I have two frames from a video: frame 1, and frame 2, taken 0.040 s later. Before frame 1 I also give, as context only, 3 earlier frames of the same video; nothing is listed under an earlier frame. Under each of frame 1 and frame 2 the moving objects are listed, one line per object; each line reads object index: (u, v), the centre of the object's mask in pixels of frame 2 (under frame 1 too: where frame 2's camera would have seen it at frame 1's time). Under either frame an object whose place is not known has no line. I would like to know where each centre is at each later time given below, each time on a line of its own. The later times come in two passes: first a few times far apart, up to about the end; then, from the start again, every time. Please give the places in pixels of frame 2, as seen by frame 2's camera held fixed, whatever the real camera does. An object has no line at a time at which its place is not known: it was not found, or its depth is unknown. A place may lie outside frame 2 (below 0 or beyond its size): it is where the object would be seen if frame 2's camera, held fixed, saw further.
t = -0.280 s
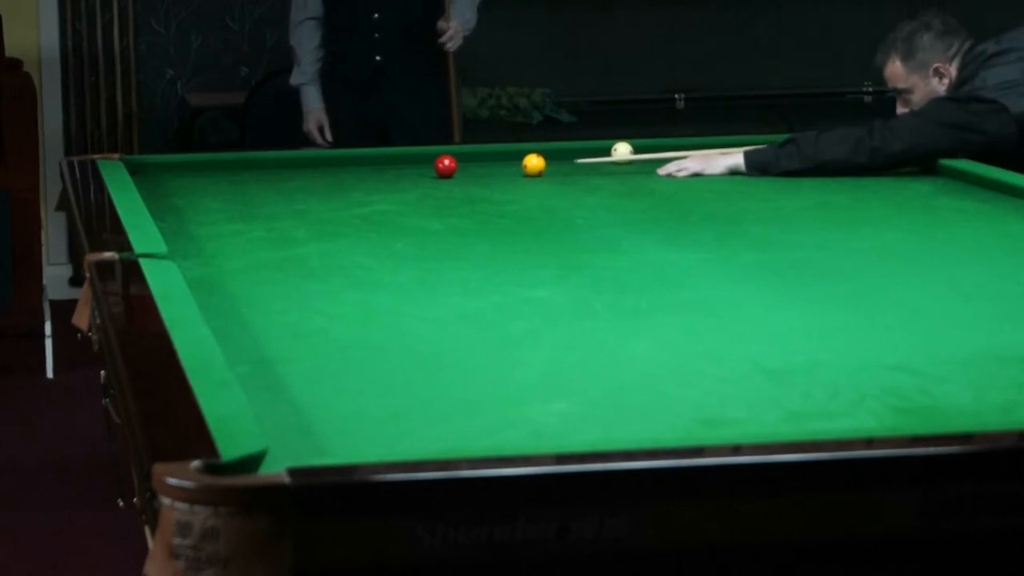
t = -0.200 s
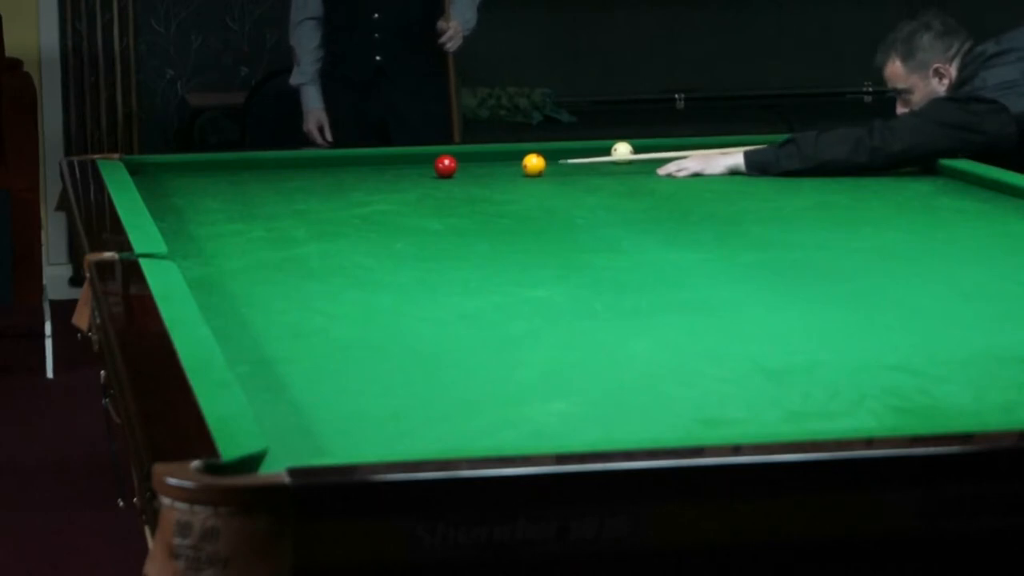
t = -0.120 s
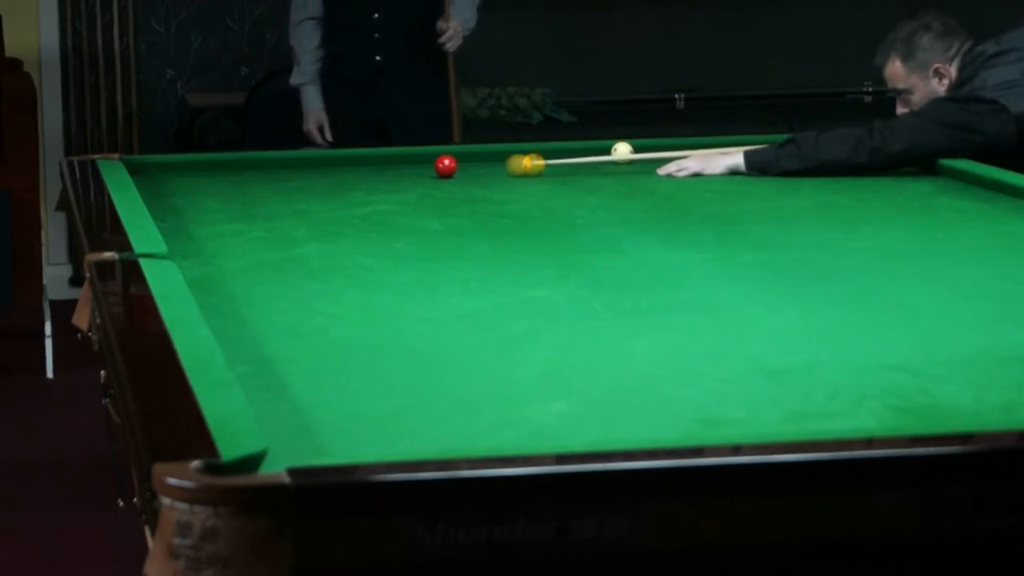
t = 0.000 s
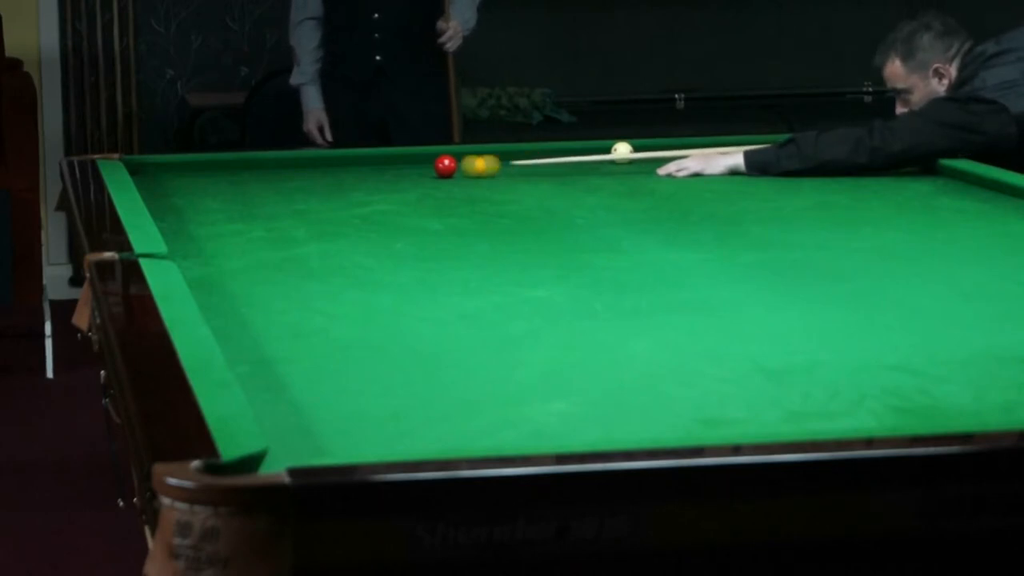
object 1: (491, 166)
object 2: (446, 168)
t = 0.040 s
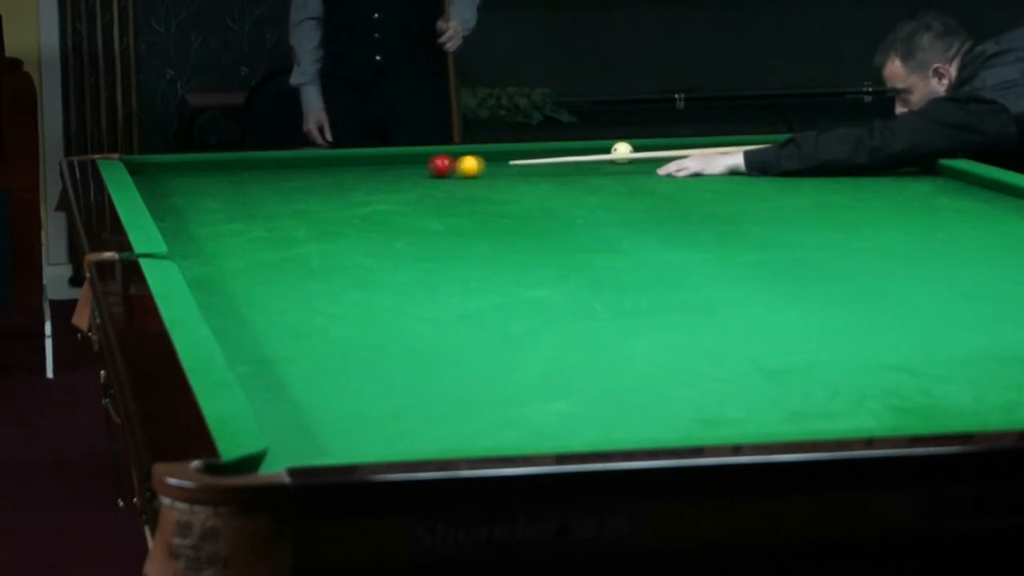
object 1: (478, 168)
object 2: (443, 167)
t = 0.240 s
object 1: (449, 169)
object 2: (400, 167)
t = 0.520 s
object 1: (421, 172)
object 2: (343, 166)
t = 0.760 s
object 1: (400, 174)
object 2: (300, 165)
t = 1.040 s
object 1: (378, 177)
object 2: (253, 165)
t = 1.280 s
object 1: (360, 179)
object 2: (217, 165)
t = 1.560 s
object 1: (343, 180)
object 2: (178, 165)
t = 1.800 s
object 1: (331, 181)
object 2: (148, 164)
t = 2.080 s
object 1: (320, 182)
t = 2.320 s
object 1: (312, 183)
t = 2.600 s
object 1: (306, 184)
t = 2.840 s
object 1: (305, 184)
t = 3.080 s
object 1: (304, 184)
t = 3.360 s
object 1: (304, 184)
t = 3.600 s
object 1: (304, 184)
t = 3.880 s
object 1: (304, 184)
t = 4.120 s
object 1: (304, 184)
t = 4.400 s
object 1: (304, 184)
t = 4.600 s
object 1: (304, 184)
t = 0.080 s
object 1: (465, 167)
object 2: (434, 168)
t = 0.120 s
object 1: (461, 168)
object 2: (424, 168)
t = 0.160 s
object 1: (457, 168)
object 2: (416, 168)
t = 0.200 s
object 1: (453, 168)
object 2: (407, 168)
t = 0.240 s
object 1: (449, 169)
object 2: (400, 167)
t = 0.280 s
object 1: (444, 169)
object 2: (391, 168)
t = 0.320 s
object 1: (441, 170)
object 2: (384, 167)
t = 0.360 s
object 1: (437, 170)
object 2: (375, 167)
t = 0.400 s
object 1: (433, 171)
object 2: (368, 167)
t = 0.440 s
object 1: (429, 171)
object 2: (360, 167)
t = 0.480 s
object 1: (425, 172)
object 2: (351, 166)
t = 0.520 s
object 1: (421, 172)
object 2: (343, 166)
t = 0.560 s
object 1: (418, 173)
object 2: (335, 166)
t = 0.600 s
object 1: (414, 173)
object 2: (328, 165)
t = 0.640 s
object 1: (410, 173)
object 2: (321, 166)
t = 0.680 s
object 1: (407, 174)
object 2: (313, 165)
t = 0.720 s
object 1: (403, 174)
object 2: (307, 165)
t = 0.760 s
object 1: (400, 174)
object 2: (300, 165)
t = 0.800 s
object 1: (397, 175)
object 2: (293, 165)
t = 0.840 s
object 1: (393, 175)
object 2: (286, 165)
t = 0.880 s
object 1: (390, 175)
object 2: (279, 165)
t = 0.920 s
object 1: (387, 176)
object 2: (272, 165)
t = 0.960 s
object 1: (384, 176)
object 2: (266, 165)
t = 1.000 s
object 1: (381, 176)
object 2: (259, 165)
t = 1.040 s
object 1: (378, 177)
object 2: (253, 165)
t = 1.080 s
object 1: (375, 177)
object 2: (247, 165)
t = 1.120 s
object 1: (371, 177)
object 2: (240, 165)
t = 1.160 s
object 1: (368, 178)
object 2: (235, 165)
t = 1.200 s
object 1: (366, 178)
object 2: (229, 165)
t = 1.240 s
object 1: (363, 178)
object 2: (223, 165)
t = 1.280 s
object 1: (360, 179)
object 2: (217, 165)
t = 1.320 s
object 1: (358, 179)
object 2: (211, 165)
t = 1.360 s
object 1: (355, 179)
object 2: (205, 165)
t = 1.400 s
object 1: (352, 179)
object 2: (200, 165)
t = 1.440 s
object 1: (350, 180)
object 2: (194, 165)
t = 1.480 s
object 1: (347, 180)
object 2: (189, 165)
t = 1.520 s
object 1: (345, 180)
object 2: (183, 165)
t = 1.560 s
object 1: (343, 180)
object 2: (178, 165)
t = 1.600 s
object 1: (341, 180)
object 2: (173, 164)
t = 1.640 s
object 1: (339, 181)
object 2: (168, 164)
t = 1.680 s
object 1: (337, 181)
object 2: (163, 164)
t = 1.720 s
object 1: (334, 181)
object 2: (158, 164)
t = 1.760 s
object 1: (333, 181)
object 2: (153, 164)
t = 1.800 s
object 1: (331, 181)
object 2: (148, 164)
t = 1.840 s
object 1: (329, 182)
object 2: (143, 164)
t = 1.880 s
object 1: (328, 182)
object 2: (139, 164)
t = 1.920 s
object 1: (326, 182)
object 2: (135, 164)
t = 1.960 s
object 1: (324, 182)
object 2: (132, 163)
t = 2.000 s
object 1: (323, 182)
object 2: (129, 164)
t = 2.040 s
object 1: (321, 182)
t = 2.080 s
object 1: (320, 182)
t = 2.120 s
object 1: (319, 182)
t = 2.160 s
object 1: (317, 183)
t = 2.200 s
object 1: (316, 183)
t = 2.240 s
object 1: (315, 183)
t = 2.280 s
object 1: (313, 183)
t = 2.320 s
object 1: (312, 183)
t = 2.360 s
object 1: (311, 183)
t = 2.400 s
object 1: (310, 183)
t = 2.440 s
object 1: (309, 183)
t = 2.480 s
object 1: (308, 183)
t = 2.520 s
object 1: (307, 184)
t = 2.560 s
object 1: (307, 184)
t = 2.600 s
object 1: (306, 184)
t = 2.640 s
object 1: (306, 184)
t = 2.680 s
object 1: (305, 184)
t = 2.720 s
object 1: (305, 184)
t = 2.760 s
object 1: (305, 184)
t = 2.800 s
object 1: (305, 184)
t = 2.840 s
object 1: (305, 184)
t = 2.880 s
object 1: (305, 184)
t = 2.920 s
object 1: (305, 184)
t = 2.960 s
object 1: (305, 184)
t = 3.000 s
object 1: (305, 184)
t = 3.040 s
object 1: (305, 184)
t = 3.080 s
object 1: (304, 184)
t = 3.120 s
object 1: (304, 184)
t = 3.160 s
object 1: (304, 184)
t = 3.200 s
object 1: (304, 184)
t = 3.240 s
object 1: (304, 184)
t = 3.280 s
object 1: (304, 184)
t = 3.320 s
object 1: (304, 184)
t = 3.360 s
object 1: (304, 184)
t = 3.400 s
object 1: (304, 184)
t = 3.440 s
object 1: (304, 184)
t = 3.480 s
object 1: (304, 184)
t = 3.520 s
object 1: (304, 184)
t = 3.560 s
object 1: (304, 184)
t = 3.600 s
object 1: (304, 184)
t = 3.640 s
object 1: (304, 184)
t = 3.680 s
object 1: (304, 184)
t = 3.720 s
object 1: (304, 184)
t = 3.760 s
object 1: (304, 184)
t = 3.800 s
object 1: (304, 184)
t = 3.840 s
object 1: (304, 184)
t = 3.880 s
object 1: (304, 184)
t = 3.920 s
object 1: (304, 184)
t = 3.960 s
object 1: (304, 184)
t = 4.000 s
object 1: (304, 184)
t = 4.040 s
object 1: (304, 184)
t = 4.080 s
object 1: (304, 184)
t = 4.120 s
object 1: (304, 184)
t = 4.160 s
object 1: (304, 184)
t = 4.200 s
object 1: (304, 184)
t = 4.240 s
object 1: (304, 184)
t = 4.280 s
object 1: (304, 184)
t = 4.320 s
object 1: (304, 184)
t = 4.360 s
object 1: (304, 184)
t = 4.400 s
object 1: (304, 184)
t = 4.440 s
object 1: (304, 184)
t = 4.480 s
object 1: (304, 184)
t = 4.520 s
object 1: (304, 184)
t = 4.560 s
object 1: (304, 184)
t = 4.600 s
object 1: (304, 184)
